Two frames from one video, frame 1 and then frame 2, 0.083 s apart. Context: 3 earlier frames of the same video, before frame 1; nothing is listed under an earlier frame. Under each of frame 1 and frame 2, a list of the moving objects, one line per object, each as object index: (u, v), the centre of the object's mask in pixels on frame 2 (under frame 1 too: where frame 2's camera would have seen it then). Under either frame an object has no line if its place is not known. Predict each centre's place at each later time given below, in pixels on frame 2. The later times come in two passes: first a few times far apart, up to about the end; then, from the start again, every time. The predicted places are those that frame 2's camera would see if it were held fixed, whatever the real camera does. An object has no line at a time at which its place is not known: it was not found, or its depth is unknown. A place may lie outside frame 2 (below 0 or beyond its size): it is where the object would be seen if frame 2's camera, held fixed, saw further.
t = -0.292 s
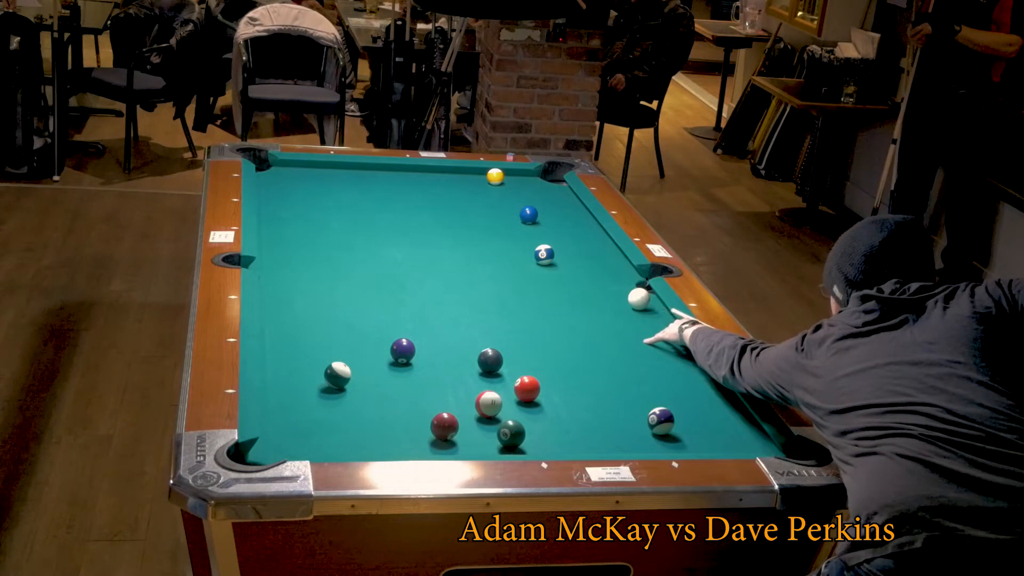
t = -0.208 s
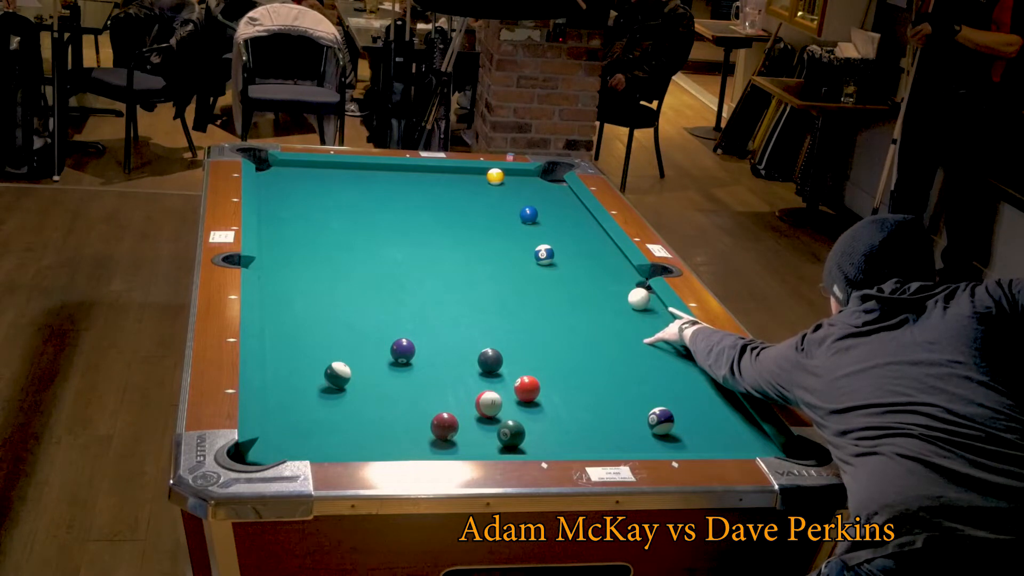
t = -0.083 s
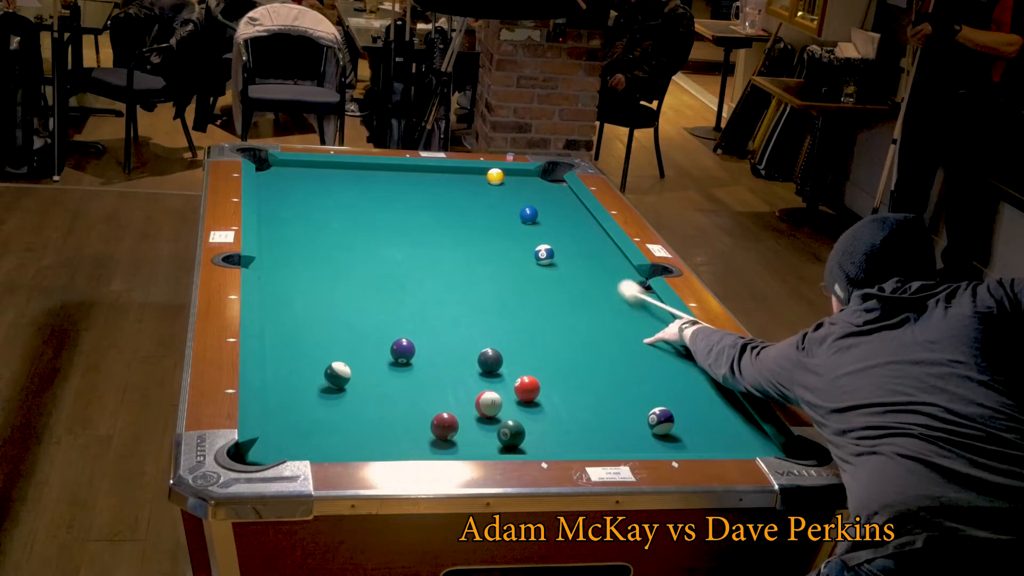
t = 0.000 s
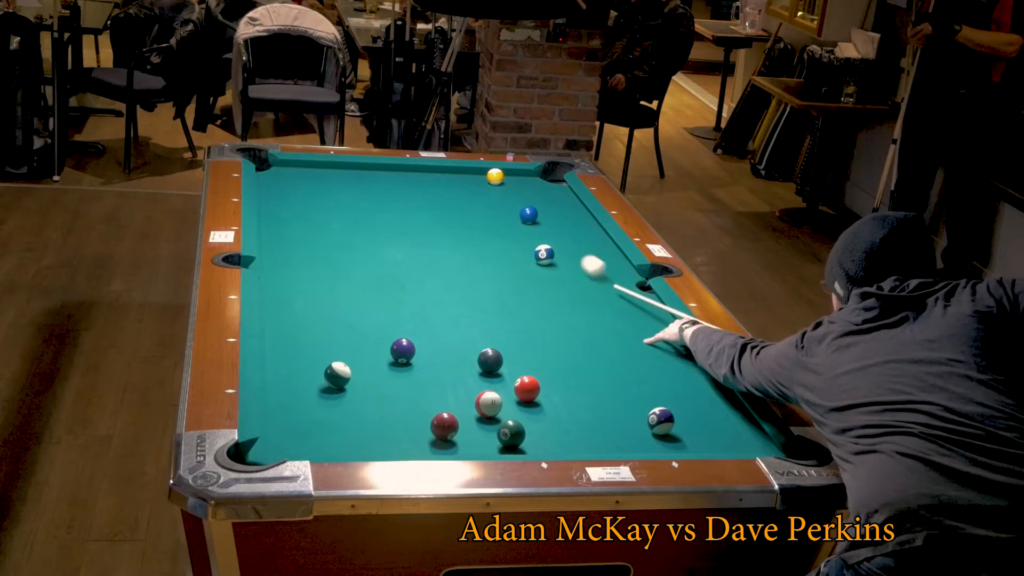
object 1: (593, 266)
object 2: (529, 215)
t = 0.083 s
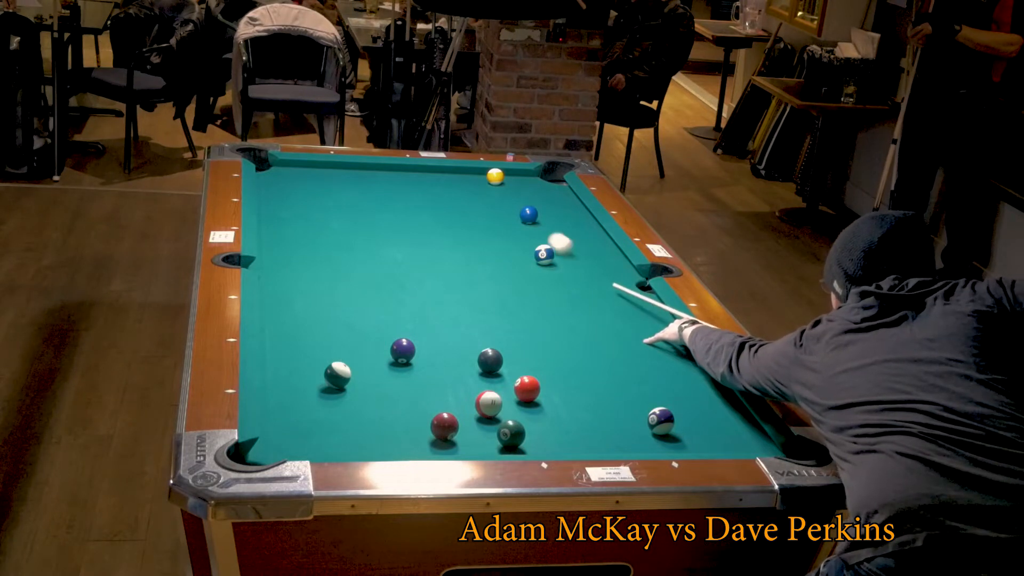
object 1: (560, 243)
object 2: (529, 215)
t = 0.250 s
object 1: (494, 213)
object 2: (536, 206)
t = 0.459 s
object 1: (407, 189)
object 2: (554, 186)
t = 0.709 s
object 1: (316, 164)
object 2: (550, 174)
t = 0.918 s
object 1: (267, 171)
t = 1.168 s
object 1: (296, 185)
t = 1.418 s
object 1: (329, 199)
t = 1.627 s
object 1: (356, 211)
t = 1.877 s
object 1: (390, 225)
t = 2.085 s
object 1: (418, 237)
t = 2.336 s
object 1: (452, 251)
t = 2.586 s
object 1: (486, 266)
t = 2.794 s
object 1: (514, 278)
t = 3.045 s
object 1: (548, 293)
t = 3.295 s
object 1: (581, 308)
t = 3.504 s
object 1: (609, 320)
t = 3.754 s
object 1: (642, 335)
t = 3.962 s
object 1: (669, 347)
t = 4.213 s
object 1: (697, 362)
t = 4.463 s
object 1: (694, 371)
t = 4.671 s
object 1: (692, 378)
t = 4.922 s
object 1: (689, 386)
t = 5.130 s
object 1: (687, 393)
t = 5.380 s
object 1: (685, 400)
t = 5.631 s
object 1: (683, 406)
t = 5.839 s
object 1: (683, 410)
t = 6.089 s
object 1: (683, 414)
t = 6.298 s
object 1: (683, 417)
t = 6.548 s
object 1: (684, 418)
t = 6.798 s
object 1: (684, 418)
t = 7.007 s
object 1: (684, 418)
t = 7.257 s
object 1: (684, 418)
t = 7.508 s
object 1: (684, 418)
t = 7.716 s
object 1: (684, 418)
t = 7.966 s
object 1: (684, 418)
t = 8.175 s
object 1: (684, 418)
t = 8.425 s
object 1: (684, 418)
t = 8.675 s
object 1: (684, 418)
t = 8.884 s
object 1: (684, 418)
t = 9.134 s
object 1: (684, 418)
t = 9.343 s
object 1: (684, 418)
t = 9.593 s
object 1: (684, 418)
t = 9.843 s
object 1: (684, 418)
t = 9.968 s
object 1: (684, 418)
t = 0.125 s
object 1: (545, 233)
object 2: (529, 215)
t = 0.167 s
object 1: (530, 223)
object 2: (529, 210)
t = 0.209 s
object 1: (513, 217)
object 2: (532, 211)
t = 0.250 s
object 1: (494, 213)
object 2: (536, 206)
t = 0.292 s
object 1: (476, 208)
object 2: (540, 201)
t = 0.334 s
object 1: (458, 204)
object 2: (544, 197)
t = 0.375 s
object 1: (441, 199)
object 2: (548, 194)
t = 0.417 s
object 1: (424, 194)
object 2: (551, 190)
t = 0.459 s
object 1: (407, 189)
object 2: (554, 186)
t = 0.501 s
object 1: (391, 185)
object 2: (556, 182)
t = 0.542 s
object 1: (375, 180)
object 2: (555, 179)
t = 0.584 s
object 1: (360, 175)
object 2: (550, 176)
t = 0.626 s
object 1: (344, 171)
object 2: (545, 173)
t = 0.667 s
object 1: (329, 167)
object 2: (545, 172)
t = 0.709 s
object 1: (316, 164)
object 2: (550, 174)
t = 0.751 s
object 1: (306, 166)
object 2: (555, 176)
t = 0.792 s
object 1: (297, 168)
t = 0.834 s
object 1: (287, 169)
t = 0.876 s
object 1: (277, 170)
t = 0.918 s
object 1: (267, 171)
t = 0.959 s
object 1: (267, 173)
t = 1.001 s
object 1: (274, 176)
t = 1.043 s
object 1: (279, 178)
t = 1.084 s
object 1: (285, 181)
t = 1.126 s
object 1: (290, 183)
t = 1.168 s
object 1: (296, 185)
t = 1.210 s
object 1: (301, 188)
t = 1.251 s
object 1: (306, 190)
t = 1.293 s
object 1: (312, 192)
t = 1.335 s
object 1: (317, 195)
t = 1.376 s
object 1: (323, 197)
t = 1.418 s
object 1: (329, 199)
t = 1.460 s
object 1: (334, 202)
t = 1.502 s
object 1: (340, 204)
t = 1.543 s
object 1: (345, 206)
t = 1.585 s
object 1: (351, 209)
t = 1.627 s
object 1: (356, 211)
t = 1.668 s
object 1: (362, 213)
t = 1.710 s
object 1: (367, 216)
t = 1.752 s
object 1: (373, 218)
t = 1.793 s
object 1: (378, 220)
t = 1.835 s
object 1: (384, 223)
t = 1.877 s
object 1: (390, 225)
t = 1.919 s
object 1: (395, 228)
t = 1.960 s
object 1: (401, 230)
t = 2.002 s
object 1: (406, 232)
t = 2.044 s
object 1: (412, 235)
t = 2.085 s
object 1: (418, 237)
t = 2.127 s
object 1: (424, 240)
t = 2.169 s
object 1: (429, 242)
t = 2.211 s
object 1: (435, 245)
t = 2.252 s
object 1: (440, 247)
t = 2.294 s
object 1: (446, 249)
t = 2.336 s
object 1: (452, 251)
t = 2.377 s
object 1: (457, 254)
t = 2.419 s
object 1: (463, 256)
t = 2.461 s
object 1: (469, 259)
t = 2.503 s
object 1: (474, 261)
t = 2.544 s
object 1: (480, 264)
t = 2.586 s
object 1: (486, 266)
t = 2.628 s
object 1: (491, 269)
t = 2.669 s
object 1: (497, 271)
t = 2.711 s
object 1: (503, 273)
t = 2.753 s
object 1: (508, 276)
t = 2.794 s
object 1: (514, 278)
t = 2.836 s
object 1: (519, 281)
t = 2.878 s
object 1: (525, 283)
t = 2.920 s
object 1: (531, 285)
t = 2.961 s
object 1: (536, 288)
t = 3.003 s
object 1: (542, 291)
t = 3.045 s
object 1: (548, 293)
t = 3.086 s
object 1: (553, 295)
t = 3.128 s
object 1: (559, 298)
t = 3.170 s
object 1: (564, 300)
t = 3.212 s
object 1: (570, 303)
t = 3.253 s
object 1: (576, 306)
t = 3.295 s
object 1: (581, 308)
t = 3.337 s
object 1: (587, 311)
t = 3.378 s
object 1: (592, 313)
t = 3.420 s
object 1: (598, 316)
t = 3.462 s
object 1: (603, 318)
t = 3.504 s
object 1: (609, 320)
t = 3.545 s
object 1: (614, 323)
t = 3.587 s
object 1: (620, 325)
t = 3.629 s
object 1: (625, 327)
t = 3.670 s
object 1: (631, 330)
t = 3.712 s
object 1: (636, 333)
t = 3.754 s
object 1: (642, 335)
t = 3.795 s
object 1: (648, 338)
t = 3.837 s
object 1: (653, 340)
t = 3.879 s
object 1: (658, 343)
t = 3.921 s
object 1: (664, 345)
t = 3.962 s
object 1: (669, 347)
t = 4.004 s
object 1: (675, 350)
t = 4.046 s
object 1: (680, 352)
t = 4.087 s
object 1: (685, 355)
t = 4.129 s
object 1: (690, 357)
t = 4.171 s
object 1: (696, 359)
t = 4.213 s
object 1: (697, 362)
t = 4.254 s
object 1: (696, 363)
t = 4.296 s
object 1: (696, 365)
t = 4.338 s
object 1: (695, 366)
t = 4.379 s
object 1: (695, 368)
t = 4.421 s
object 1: (695, 369)
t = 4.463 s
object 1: (694, 371)
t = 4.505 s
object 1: (694, 372)
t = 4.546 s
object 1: (693, 374)
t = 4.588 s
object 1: (693, 375)
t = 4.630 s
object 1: (692, 377)
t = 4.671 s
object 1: (692, 378)
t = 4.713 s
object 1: (691, 379)
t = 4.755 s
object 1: (691, 381)
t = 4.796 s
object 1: (690, 382)
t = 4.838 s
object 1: (690, 384)
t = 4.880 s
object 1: (689, 385)
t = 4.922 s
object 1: (689, 386)
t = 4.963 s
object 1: (688, 388)
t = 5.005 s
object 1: (688, 389)
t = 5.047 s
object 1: (688, 390)
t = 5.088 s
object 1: (687, 392)
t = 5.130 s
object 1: (687, 393)
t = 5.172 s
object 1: (687, 394)
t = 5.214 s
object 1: (686, 395)
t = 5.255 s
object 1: (686, 396)
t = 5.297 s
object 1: (686, 398)
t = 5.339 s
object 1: (685, 399)
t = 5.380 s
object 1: (685, 400)
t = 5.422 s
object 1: (685, 401)
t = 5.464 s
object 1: (684, 402)
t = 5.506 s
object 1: (684, 403)
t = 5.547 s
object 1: (684, 404)
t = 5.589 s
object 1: (683, 405)
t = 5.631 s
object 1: (683, 406)
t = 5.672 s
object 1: (683, 407)
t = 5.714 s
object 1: (683, 408)
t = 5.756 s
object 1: (683, 409)
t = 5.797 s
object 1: (683, 409)
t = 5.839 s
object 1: (683, 410)
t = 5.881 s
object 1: (683, 411)
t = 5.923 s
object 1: (683, 411)
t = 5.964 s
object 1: (683, 412)
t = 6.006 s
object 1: (683, 413)
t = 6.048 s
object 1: (683, 414)
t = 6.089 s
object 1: (683, 414)
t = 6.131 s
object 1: (683, 415)
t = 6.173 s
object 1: (683, 416)
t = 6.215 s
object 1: (683, 416)
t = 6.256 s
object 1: (683, 417)
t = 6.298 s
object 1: (683, 417)
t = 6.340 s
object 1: (683, 417)
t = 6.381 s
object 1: (683, 418)
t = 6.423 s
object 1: (683, 418)
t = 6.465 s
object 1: (683, 418)
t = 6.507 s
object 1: (684, 418)
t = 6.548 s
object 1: (684, 418)
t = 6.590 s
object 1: (684, 419)
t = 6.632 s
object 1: (684, 419)
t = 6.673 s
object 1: (684, 419)
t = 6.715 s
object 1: (684, 418)
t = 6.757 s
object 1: (684, 418)
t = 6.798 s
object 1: (684, 418)
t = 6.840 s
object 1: (684, 418)
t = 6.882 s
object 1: (684, 418)
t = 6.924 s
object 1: (684, 418)
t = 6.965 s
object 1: (684, 418)
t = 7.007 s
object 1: (684, 418)
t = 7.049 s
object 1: (684, 418)
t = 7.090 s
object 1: (684, 418)
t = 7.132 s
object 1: (684, 418)
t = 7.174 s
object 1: (684, 418)
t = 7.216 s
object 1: (684, 418)
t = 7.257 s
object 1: (684, 418)
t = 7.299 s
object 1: (684, 418)
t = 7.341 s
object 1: (684, 418)
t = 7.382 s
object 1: (684, 418)
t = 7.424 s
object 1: (684, 418)
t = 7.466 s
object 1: (684, 418)
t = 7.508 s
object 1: (684, 418)
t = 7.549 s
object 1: (684, 418)
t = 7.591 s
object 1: (684, 418)
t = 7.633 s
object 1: (684, 418)
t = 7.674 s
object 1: (684, 418)
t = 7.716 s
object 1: (684, 418)
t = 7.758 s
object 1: (684, 418)
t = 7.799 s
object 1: (684, 418)
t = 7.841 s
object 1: (684, 418)
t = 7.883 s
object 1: (684, 418)
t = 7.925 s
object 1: (684, 418)
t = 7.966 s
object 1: (684, 418)
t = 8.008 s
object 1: (684, 418)
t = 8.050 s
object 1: (684, 418)
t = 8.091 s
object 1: (684, 418)
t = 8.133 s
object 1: (684, 418)
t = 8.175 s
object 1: (684, 418)
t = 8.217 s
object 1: (684, 418)
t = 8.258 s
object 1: (684, 418)
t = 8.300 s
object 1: (684, 418)
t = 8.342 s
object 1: (684, 418)
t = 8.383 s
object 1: (684, 418)
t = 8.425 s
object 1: (684, 418)
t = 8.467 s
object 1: (684, 418)
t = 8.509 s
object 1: (684, 418)
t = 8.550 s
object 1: (684, 418)
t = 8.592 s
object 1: (684, 418)
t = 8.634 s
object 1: (684, 418)
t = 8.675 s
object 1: (684, 418)
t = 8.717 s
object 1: (684, 418)
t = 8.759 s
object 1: (684, 418)
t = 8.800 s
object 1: (684, 418)
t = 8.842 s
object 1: (684, 418)
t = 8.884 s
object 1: (684, 418)
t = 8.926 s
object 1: (684, 418)
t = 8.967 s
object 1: (684, 418)
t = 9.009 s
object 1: (684, 418)
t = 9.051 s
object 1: (684, 418)
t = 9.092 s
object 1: (684, 418)
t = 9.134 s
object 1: (684, 418)
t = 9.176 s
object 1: (684, 418)
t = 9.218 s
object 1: (684, 418)
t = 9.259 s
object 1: (684, 418)
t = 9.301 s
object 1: (684, 418)
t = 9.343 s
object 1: (684, 418)
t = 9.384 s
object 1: (684, 418)
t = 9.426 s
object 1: (684, 418)
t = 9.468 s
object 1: (684, 418)
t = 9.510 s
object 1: (684, 418)
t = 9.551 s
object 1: (684, 418)
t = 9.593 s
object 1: (684, 418)
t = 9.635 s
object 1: (684, 418)
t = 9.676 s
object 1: (683, 418)
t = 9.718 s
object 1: (684, 418)
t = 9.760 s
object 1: (683, 418)
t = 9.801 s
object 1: (684, 418)
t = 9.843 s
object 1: (684, 418)
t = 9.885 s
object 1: (684, 418)
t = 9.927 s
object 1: (684, 418)
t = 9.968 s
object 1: (684, 418)
